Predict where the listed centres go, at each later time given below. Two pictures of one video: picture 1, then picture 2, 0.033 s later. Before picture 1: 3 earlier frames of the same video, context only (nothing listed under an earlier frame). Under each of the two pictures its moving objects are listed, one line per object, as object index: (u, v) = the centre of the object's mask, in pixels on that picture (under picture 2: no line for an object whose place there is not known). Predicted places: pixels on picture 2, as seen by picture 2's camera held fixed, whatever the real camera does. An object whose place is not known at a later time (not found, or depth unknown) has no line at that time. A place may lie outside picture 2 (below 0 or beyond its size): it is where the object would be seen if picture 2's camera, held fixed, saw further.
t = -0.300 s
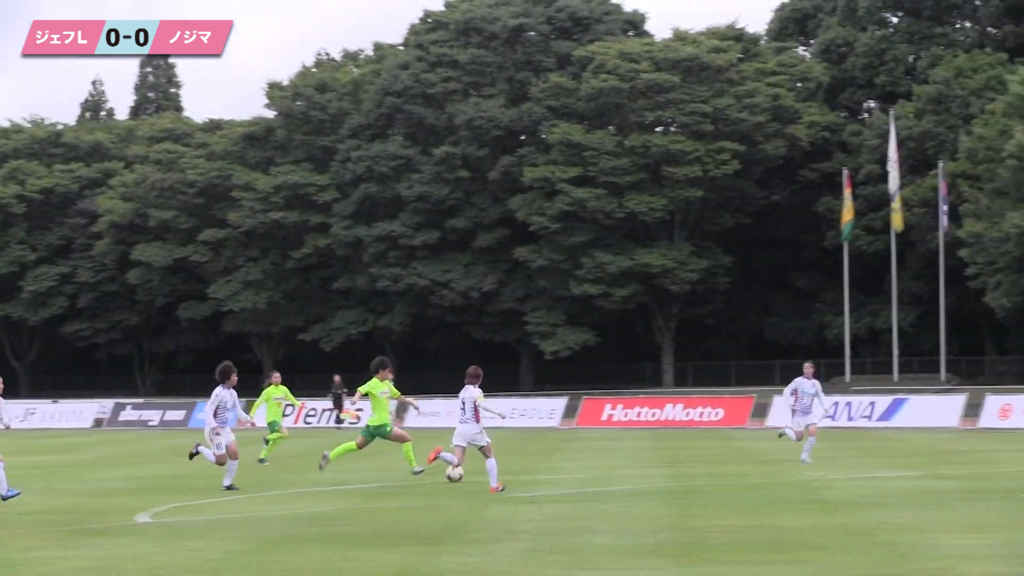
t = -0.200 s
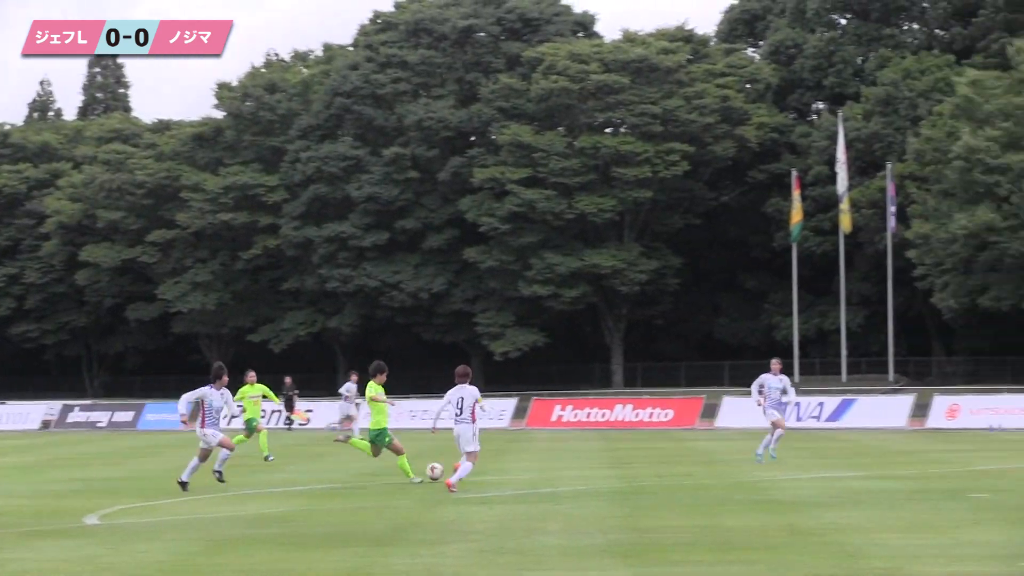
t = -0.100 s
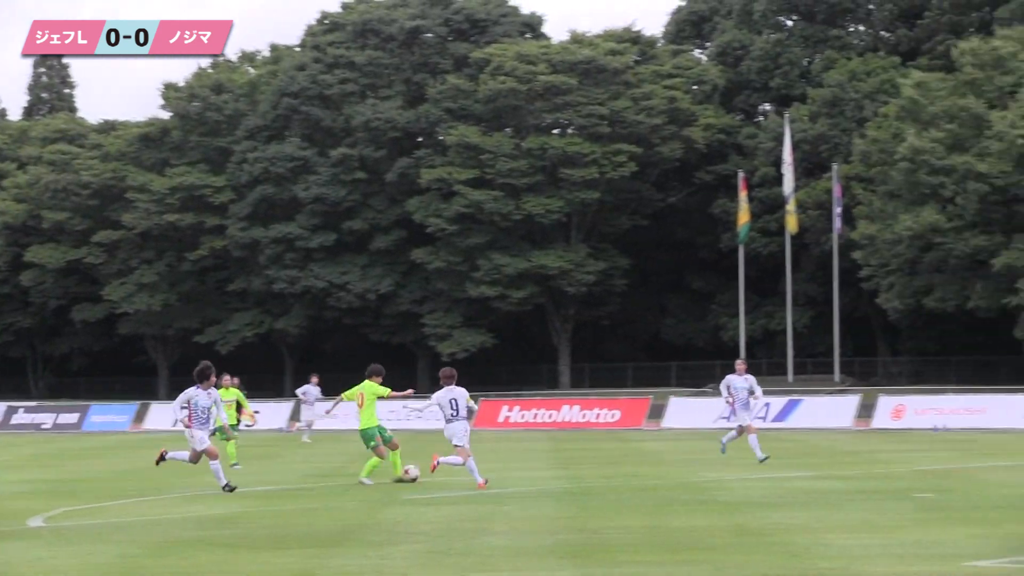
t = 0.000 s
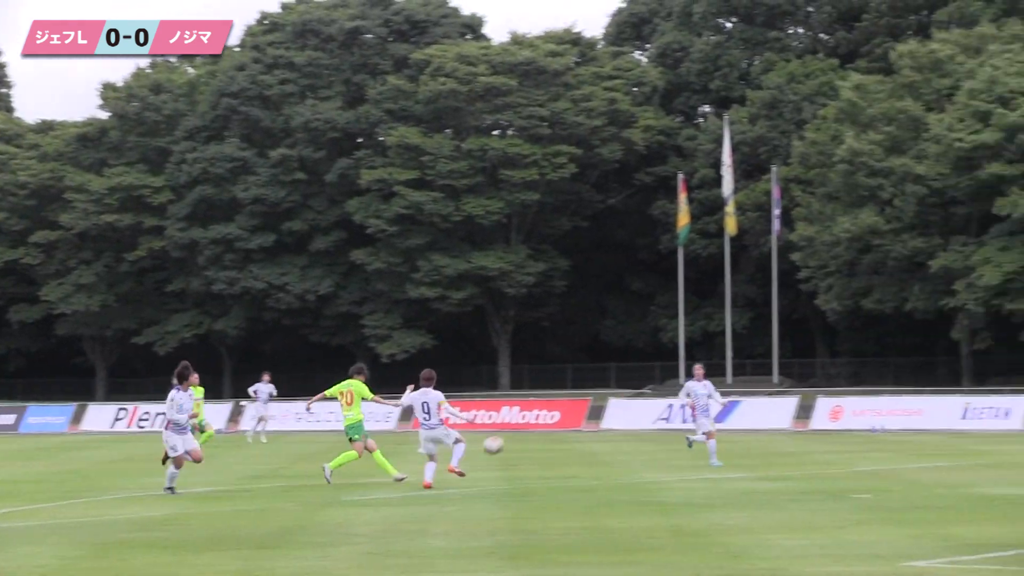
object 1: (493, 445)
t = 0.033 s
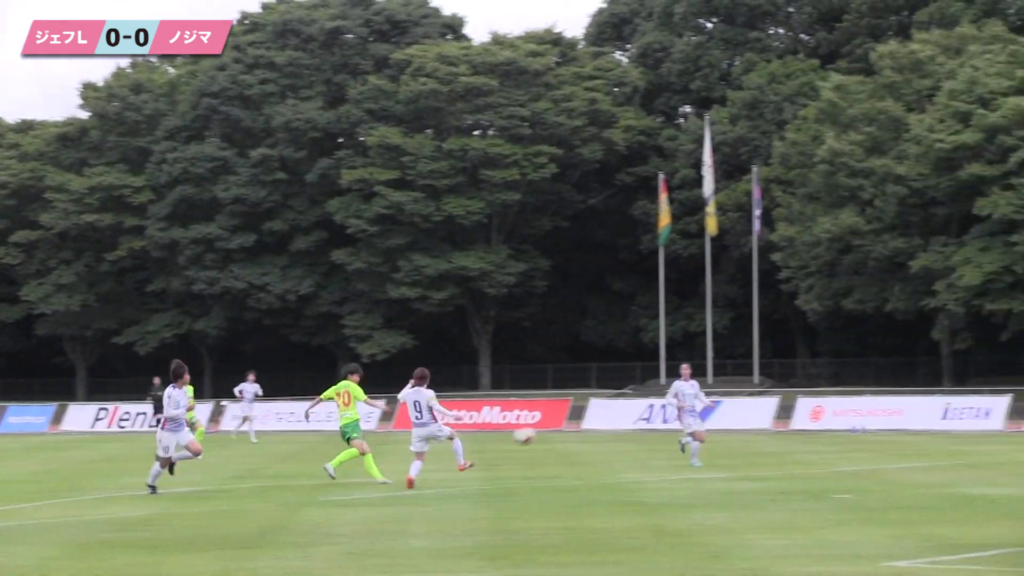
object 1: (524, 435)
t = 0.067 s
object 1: (574, 427)
